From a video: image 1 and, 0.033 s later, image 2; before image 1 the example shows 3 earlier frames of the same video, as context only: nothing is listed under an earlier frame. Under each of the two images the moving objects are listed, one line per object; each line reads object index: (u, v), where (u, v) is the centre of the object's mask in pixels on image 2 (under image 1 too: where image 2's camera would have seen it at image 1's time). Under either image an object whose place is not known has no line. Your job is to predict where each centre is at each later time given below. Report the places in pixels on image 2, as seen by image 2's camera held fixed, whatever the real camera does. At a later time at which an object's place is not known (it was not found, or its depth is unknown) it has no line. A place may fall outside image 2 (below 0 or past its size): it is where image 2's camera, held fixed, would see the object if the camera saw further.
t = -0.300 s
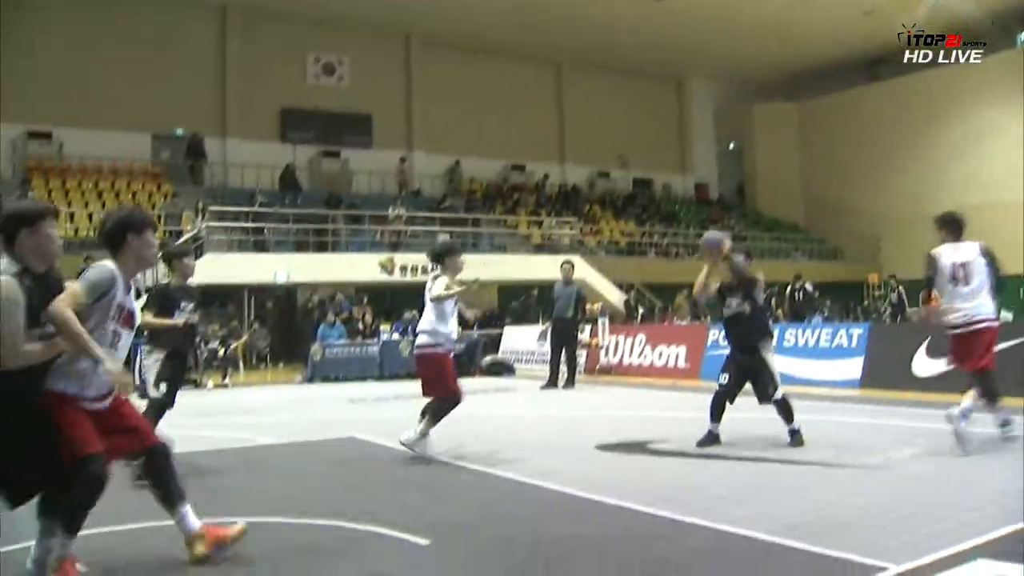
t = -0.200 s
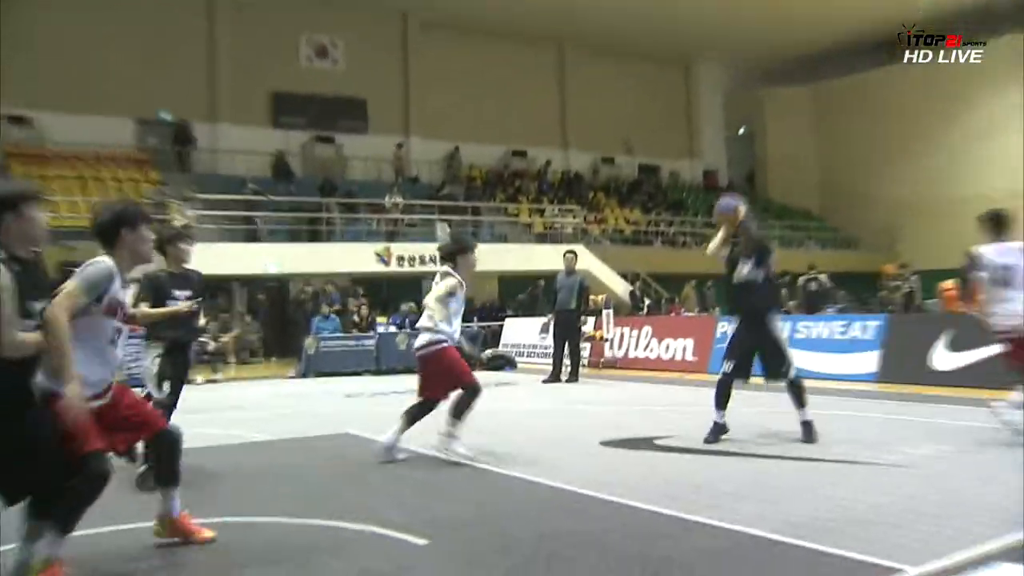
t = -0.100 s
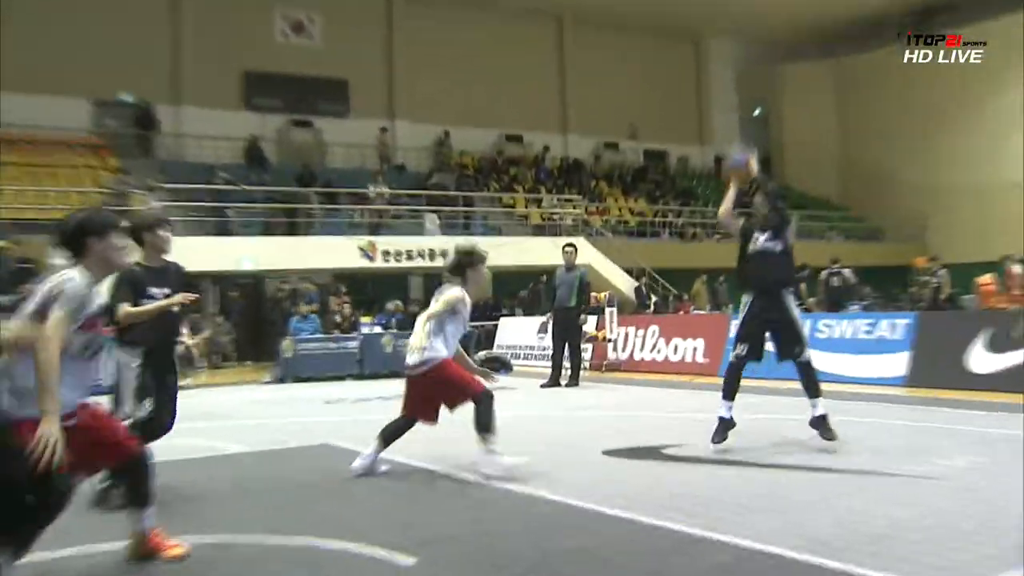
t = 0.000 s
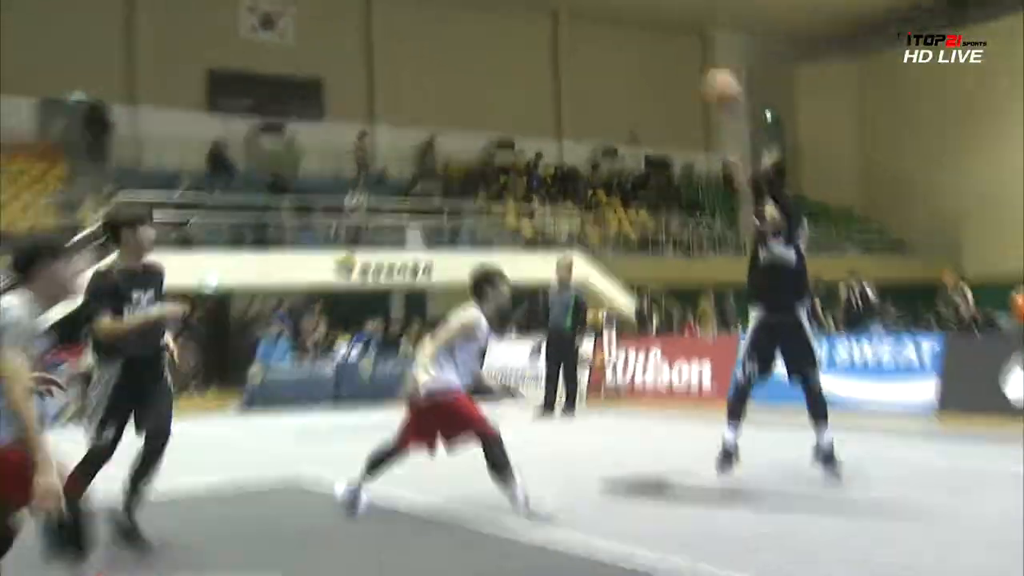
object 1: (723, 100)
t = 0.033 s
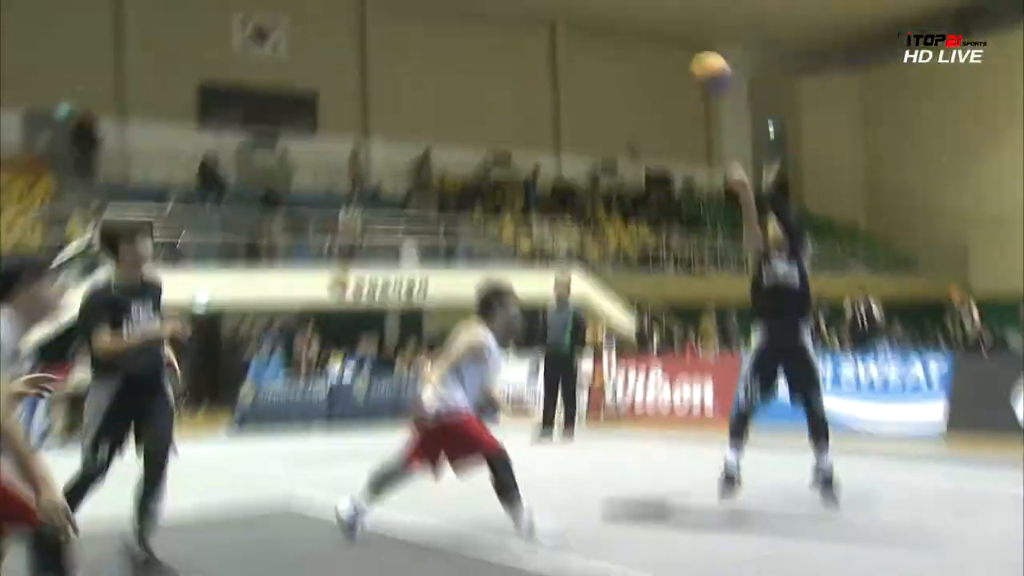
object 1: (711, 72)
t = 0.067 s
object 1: (698, 40)
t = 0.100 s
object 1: (688, 14)
